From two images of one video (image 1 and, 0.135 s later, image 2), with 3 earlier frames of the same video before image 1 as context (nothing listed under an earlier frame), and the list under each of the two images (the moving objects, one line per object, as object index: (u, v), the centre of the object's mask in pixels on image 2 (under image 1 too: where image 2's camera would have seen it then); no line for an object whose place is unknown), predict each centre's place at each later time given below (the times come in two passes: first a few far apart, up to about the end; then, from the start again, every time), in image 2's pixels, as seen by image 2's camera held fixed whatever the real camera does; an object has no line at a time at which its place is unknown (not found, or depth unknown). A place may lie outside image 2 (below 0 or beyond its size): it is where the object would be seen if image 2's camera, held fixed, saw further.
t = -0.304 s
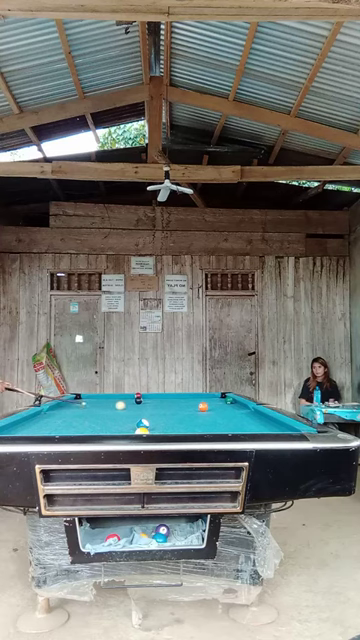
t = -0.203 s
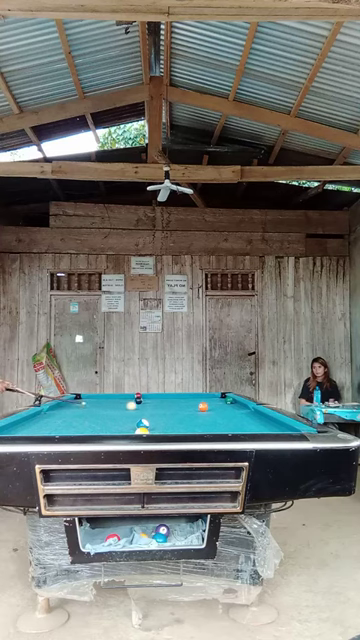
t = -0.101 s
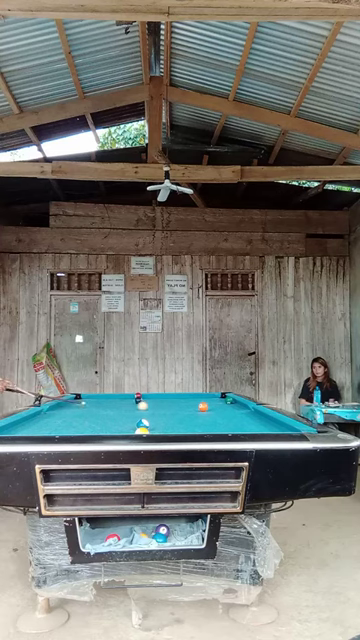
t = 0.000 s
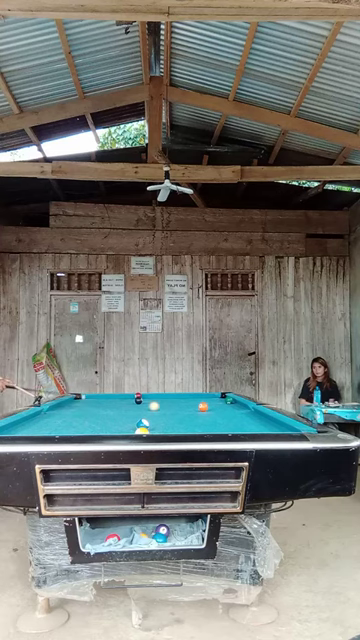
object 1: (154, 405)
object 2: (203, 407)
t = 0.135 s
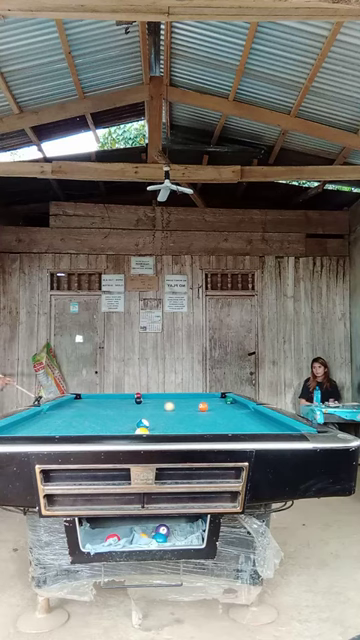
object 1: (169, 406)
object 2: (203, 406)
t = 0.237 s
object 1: (180, 406)
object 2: (203, 406)
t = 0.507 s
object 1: (199, 408)
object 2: (213, 406)
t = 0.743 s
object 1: (207, 408)
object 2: (226, 406)
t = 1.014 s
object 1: (216, 410)
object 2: (240, 406)
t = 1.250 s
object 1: (224, 411)
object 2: (251, 407)
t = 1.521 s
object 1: (233, 412)
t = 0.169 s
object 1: (173, 406)
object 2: (203, 406)
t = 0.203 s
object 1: (177, 406)
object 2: (203, 406)
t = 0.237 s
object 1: (180, 406)
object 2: (203, 406)
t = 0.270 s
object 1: (184, 406)
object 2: (203, 406)
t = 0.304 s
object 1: (188, 406)
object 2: (203, 406)
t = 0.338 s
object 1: (191, 407)
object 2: (203, 406)
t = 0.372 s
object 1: (194, 407)
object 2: (204, 406)
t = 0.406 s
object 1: (195, 407)
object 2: (206, 406)
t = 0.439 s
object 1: (196, 407)
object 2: (209, 406)
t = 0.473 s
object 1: (197, 407)
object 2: (211, 406)
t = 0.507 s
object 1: (199, 408)
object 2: (213, 406)
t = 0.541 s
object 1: (200, 407)
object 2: (214, 406)
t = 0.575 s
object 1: (201, 408)
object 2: (216, 406)
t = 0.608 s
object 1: (202, 408)
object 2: (218, 406)
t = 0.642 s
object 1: (203, 408)
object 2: (220, 406)
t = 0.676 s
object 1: (205, 408)
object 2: (222, 406)
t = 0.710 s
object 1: (206, 408)
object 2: (224, 406)
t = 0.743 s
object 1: (207, 408)
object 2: (226, 406)
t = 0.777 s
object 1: (208, 409)
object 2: (227, 406)
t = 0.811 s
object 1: (209, 409)
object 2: (229, 406)
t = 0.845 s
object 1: (210, 409)
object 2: (231, 406)
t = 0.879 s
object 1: (212, 409)
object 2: (233, 406)
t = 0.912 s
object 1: (213, 409)
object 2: (235, 406)
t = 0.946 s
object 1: (214, 409)
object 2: (237, 406)
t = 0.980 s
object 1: (215, 409)
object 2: (238, 406)
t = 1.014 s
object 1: (216, 410)
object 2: (240, 406)
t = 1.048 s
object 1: (217, 410)
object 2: (242, 406)
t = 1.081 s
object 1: (218, 410)
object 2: (243, 406)
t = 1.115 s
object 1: (219, 410)
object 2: (245, 406)
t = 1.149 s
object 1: (221, 410)
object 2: (247, 406)
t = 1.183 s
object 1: (222, 410)
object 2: (248, 406)
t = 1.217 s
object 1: (223, 410)
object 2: (249, 406)
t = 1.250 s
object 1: (224, 411)
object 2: (251, 407)
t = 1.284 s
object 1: (226, 411)
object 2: (251, 410)
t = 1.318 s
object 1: (227, 411)
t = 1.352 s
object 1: (228, 411)
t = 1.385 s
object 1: (229, 411)
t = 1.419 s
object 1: (230, 411)
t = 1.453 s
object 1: (231, 412)
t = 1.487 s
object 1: (232, 412)
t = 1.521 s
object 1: (233, 412)
